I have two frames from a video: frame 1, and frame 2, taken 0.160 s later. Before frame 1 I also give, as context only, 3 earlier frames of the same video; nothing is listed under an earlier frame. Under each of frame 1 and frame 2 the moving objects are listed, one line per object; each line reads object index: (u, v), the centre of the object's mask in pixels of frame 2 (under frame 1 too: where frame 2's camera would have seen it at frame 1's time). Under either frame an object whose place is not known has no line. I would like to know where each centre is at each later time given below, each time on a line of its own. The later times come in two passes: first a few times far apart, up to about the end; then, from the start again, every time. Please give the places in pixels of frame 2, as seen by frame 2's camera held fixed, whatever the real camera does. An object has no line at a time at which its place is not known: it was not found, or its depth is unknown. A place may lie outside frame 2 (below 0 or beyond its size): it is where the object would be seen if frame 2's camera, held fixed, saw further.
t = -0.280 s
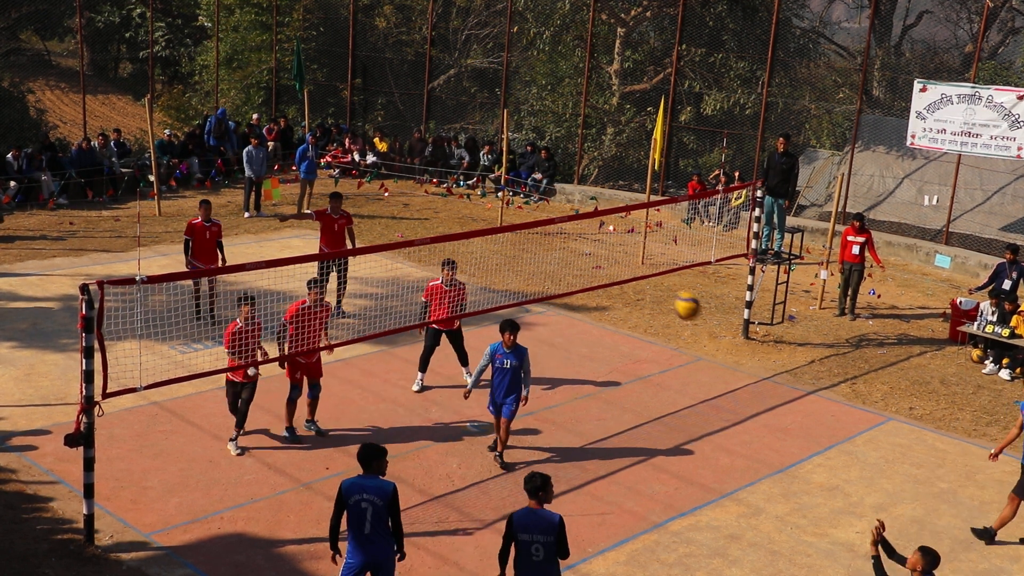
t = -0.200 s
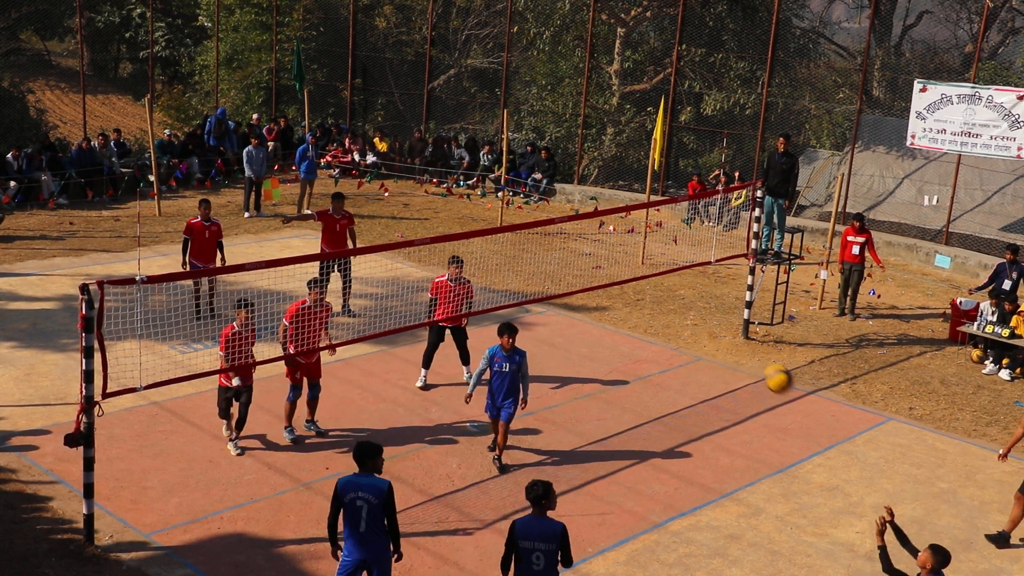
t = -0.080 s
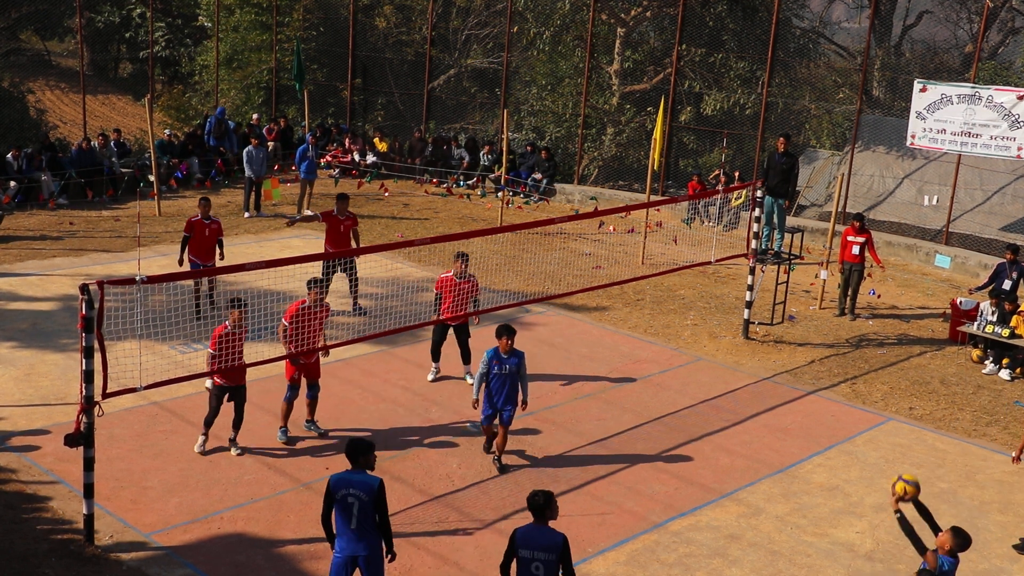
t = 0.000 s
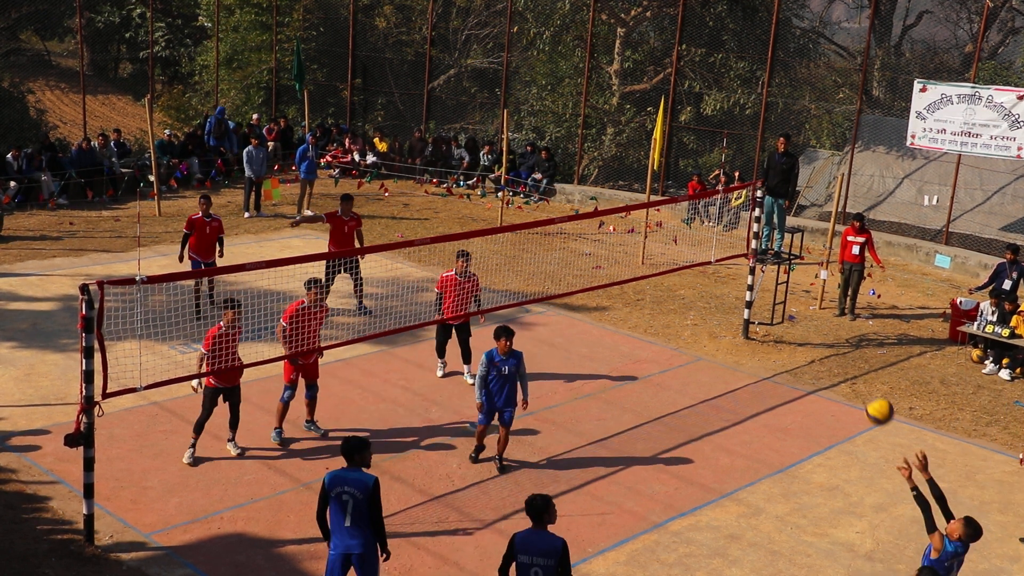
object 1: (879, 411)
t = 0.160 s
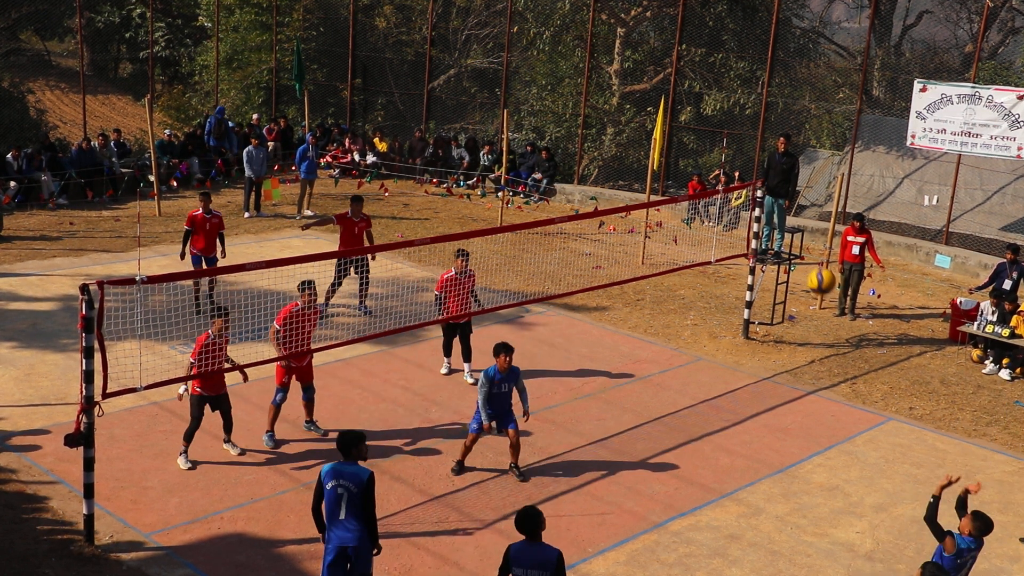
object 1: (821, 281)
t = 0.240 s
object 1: (792, 231)
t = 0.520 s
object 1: (694, 132)
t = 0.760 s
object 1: (615, 128)
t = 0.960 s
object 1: (556, 173)
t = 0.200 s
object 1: (807, 255)
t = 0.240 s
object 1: (792, 231)
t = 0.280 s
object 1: (777, 209)
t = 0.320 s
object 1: (764, 191)
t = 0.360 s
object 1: (751, 173)
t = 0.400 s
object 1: (735, 160)
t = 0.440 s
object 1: (721, 149)
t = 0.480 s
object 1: (707, 139)
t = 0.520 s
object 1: (694, 132)
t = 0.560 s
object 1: (680, 125)
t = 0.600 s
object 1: (668, 123)
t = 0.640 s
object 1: (654, 121)
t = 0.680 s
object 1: (642, 121)
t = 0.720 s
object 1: (629, 124)
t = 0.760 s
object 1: (615, 128)
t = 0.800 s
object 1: (603, 134)
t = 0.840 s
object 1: (590, 142)
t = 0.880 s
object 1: (578, 151)
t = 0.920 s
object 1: (566, 161)
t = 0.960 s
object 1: (556, 173)
